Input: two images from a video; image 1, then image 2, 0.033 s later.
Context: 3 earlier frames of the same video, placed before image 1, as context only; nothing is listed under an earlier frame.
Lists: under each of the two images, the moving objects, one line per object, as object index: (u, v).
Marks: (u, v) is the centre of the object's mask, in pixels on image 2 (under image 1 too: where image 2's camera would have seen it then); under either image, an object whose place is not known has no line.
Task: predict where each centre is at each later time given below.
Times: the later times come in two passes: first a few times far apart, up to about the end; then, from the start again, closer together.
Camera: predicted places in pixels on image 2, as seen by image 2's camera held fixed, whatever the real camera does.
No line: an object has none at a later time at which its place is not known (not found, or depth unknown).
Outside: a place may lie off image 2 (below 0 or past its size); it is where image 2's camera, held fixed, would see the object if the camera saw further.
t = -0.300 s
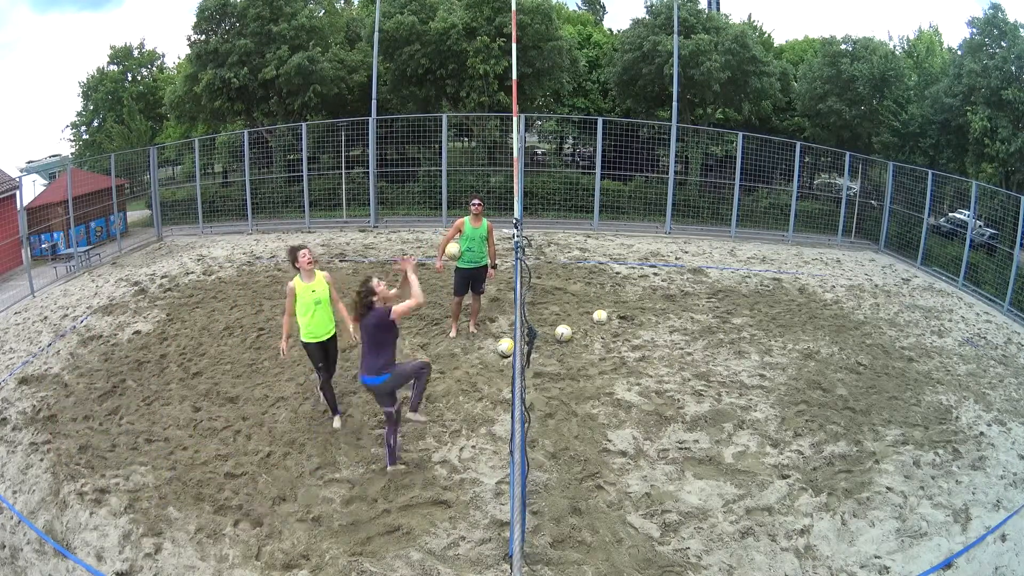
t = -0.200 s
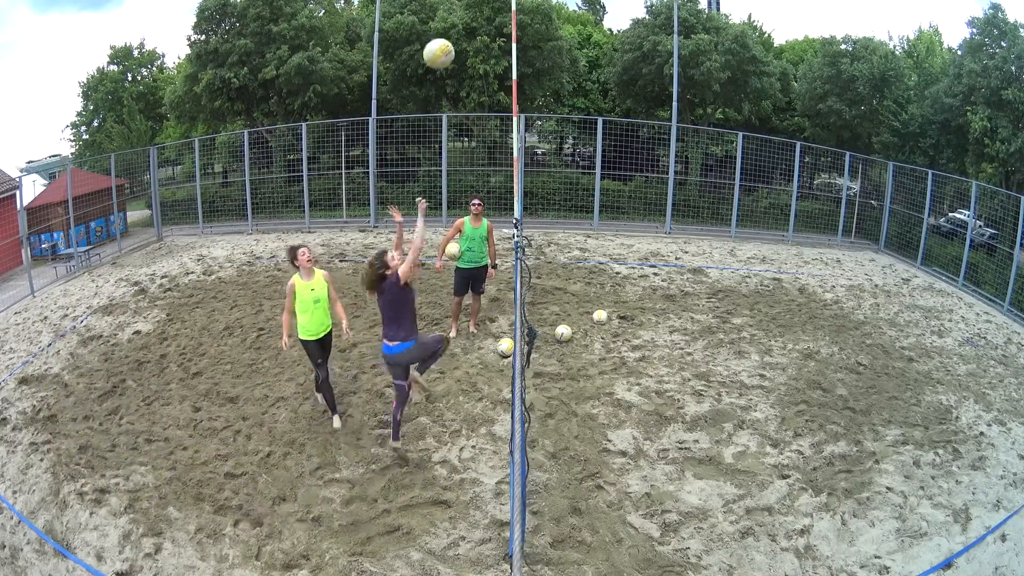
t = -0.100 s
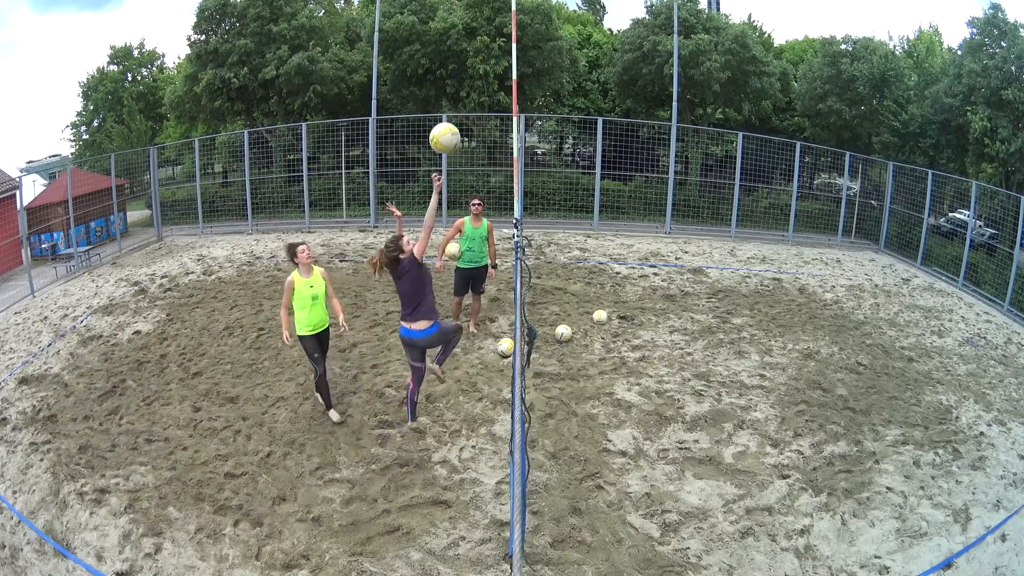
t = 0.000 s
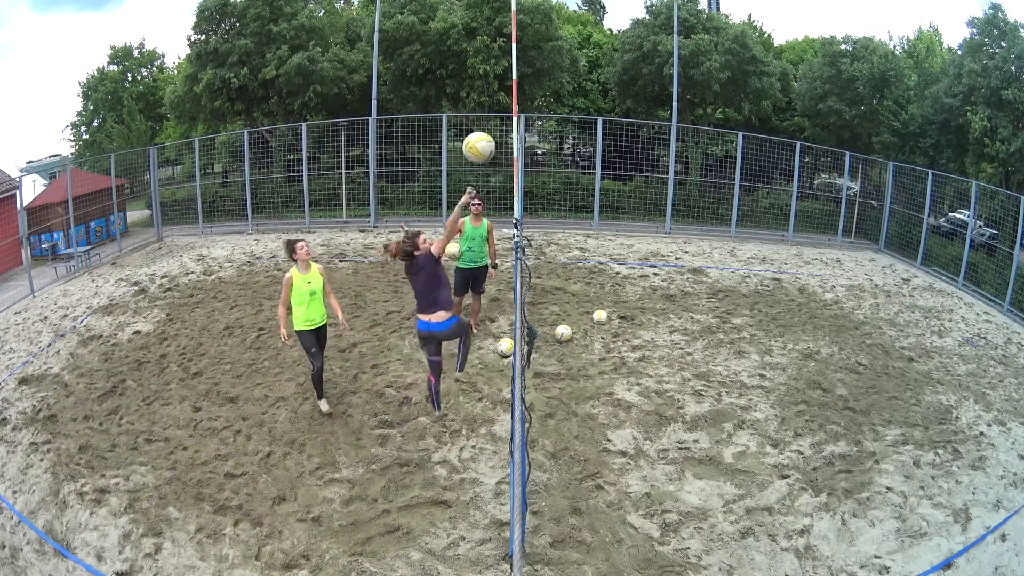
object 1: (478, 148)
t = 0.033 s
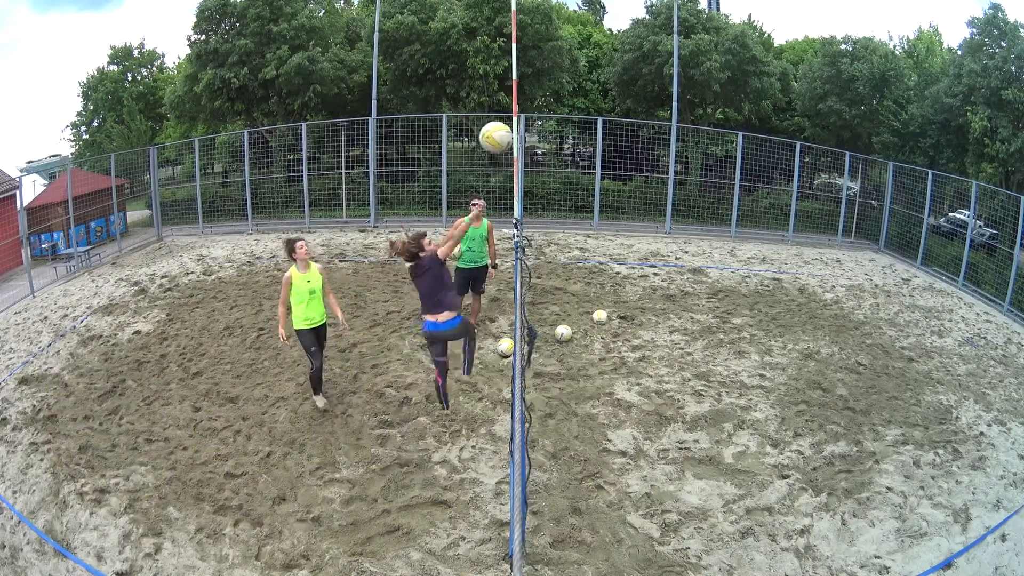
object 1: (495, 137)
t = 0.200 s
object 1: (593, 111)
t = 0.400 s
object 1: (725, 147)
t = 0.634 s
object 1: (865, 291)
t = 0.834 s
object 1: (919, 459)
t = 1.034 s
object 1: (936, 535)
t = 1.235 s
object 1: (974, 465)
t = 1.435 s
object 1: (988, 439)
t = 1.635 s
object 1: (982, 452)
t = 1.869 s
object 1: (948, 521)
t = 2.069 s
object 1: (962, 515)
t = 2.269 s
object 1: (973, 510)
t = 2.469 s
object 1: (976, 506)
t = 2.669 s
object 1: (977, 499)
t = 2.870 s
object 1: (980, 495)
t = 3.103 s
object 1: (981, 498)
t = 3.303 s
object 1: (981, 497)
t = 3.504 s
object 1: (982, 497)
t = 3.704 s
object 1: (981, 497)
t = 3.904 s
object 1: (981, 497)
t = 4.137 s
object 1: (981, 497)
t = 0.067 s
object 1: (513, 127)
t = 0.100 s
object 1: (532, 121)
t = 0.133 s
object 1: (552, 116)
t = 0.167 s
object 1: (572, 112)
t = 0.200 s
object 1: (593, 111)
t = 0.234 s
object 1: (614, 111)
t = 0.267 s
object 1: (636, 113)
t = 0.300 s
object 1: (658, 118)
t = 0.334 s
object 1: (680, 124)
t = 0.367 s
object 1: (703, 135)
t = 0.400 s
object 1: (725, 147)
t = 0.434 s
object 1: (748, 161)
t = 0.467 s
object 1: (770, 177)
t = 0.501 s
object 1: (791, 197)
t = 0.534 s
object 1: (812, 218)
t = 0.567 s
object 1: (830, 240)
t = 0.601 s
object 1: (848, 264)
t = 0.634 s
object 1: (865, 291)
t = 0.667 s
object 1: (879, 318)
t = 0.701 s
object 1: (891, 346)
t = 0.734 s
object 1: (901, 373)
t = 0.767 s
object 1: (909, 405)
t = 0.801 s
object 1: (915, 433)
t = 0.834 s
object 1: (919, 459)
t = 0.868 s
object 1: (922, 485)
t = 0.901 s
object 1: (924, 508)
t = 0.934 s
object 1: (921, 535)
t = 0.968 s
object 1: (918, 559)
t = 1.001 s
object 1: (925, 551)
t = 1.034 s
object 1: (936, 535)
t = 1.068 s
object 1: (945, 520)
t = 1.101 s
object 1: (952, 507)
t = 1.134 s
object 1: (958, 497)
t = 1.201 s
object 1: (970, 475)
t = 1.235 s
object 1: (974, 465)
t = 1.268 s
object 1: (978, 458)
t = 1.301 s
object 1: (982, 447)
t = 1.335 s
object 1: (984, 445)
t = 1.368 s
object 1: (986, 443)
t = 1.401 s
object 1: (987, 440)
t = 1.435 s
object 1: (988, 439)
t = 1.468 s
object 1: (988, 439)
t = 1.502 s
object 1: (988, 439)
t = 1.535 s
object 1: (988, 440)
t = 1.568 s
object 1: (987, 442)
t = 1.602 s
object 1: (984, 446)
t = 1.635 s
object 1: (982, 452)
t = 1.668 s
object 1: (980, 460)
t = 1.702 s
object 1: (976, 467)
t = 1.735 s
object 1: (972, 477)
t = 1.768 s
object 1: (967, 488)
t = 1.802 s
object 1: (963, 496)
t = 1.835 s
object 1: (957, 506)
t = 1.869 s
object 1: (948, 521)
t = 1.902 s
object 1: (948, 524)
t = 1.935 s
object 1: (953, 519)
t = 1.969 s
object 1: (956, 517)
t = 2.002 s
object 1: (959, 515)
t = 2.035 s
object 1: (961, 515)
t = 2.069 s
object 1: (962, 515)
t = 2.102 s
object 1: (963, 515)
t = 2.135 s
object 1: (965, 515)
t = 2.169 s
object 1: (968, 514)
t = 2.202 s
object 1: (969, 514)
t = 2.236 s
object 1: (971, 511)
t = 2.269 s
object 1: (973, 510)
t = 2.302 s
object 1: (973, 510)
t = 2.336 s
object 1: (975, 508)
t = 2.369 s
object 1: (975, 507)
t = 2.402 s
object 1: (976, 507)
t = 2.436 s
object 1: (976, 506)
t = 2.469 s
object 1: (976, 506)
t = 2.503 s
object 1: (977, 505)
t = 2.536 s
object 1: (976, 504)
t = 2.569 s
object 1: (976, 503)
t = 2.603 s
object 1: (977, 502)
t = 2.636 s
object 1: (977, 500)
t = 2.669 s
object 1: (977, 499)
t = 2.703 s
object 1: (978, 497)
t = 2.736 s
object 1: (979, 496)
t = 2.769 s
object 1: (979, 495)
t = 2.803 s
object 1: (979, 495)
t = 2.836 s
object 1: (980, 495)
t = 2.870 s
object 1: (980, 495)
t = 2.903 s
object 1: (980, 495)
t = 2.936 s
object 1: (979, 495)
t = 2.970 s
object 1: (979, 495)
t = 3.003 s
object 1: (979, 495)
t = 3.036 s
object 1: (980, 497)
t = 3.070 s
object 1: (981, 498)
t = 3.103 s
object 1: (981, 498)
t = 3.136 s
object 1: (982, 498)
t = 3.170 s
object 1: (982, 498)
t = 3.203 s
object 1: (982, 497)
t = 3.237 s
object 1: (982, 497)
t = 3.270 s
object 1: (982, 497)
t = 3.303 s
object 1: (981, 497)
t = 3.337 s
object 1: (981, 497)
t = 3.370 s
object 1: (982, 497)
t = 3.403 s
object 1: (982, 497)
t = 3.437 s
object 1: (981, 497)
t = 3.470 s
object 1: (982, 497)
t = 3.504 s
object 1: (982, 497)
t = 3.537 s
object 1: (982, 497)
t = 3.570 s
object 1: (982, 497)
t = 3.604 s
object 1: (982, 497)
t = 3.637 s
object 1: (982, 497)
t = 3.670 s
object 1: (981, 497)
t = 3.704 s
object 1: (981, 497)
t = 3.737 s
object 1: (981, 497)
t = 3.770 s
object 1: (981, 497)
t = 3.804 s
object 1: (981, 497)
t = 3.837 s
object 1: (981, 497)
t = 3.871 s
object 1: (981, 497)
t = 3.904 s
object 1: (981, 497)
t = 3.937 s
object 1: (981, 497)
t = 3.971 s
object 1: (981, 497)
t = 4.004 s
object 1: (981, 497)
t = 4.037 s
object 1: (981, 497)
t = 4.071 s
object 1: (981, 497)
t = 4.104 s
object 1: (981, 497)
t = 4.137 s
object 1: (981, 497)
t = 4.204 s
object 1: (981, 497)
